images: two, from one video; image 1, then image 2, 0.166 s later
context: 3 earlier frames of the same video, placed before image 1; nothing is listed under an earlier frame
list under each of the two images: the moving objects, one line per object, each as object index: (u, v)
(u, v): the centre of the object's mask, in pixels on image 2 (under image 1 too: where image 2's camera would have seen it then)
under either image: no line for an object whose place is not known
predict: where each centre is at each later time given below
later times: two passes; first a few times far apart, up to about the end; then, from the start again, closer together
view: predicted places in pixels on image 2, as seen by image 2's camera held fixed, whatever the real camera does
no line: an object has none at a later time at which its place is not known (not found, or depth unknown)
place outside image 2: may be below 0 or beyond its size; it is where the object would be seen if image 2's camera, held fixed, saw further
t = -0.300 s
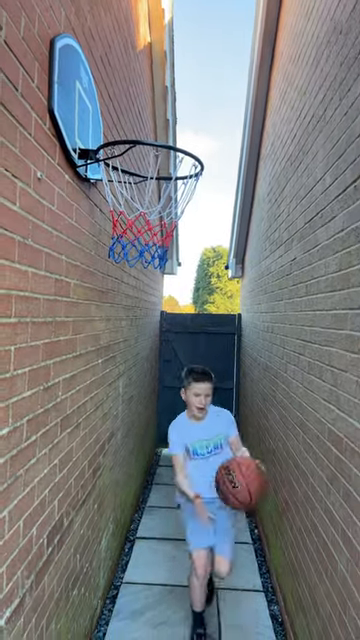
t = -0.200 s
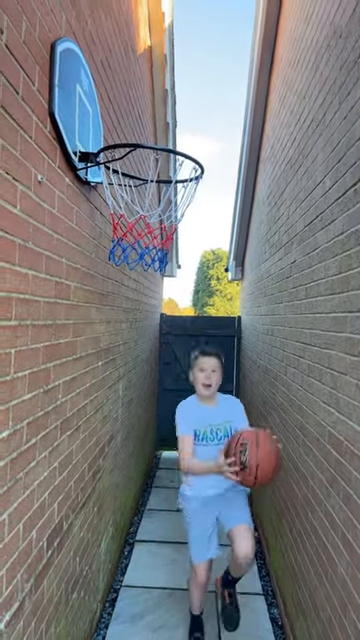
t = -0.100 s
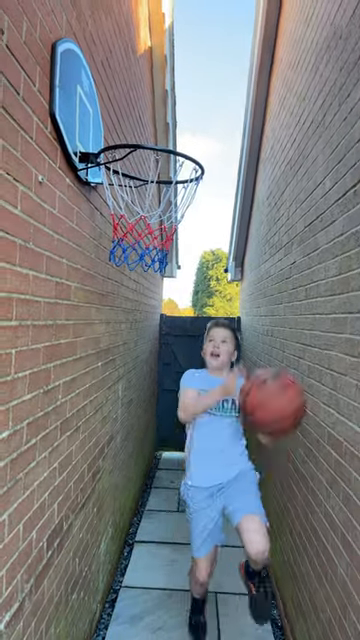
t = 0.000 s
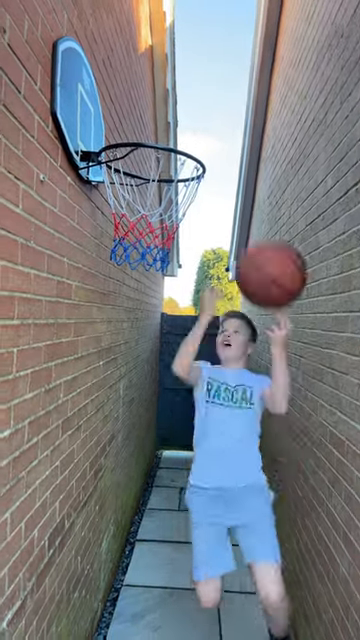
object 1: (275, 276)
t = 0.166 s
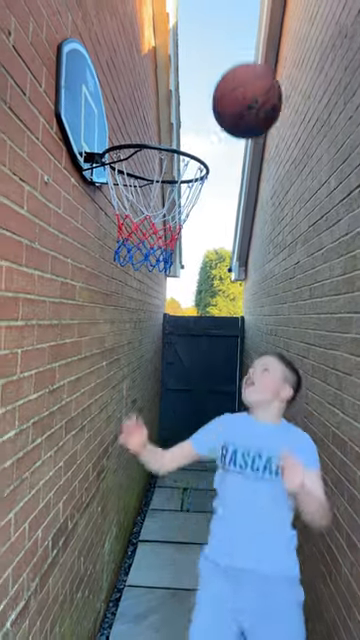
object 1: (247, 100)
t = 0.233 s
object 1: (235, 55)
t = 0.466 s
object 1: (191, 9)
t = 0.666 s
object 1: (151, 68)
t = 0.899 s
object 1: (169, 153)
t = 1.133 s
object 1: (157, 239)
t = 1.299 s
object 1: (138, 343)
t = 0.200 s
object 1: (240, 76)
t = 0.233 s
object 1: (235, 55)
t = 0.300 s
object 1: (223, 24)
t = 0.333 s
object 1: (217, 17)
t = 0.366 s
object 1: (211, 12)
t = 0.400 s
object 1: (204, 10)
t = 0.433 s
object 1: (199, 9)
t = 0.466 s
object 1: (191, 9)
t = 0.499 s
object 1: (185, 11)
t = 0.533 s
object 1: (179, 14)
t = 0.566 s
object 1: (172, 19)
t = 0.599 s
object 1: (164, 31)
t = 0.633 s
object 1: (158, 48)
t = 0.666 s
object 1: (151, 68)
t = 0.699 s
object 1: (145, 92)
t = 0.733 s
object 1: (138, 115)
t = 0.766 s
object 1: (141, 125)
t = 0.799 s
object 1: (148, 132)
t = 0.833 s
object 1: (156, 137)
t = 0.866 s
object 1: (162, 143)
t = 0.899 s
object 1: (169, 153)
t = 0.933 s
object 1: (175, 166)
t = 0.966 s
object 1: (176, 175)
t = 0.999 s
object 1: (172, 184)
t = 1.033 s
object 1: (169, 194)
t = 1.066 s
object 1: (166, 210)
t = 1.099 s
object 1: (161, 224)
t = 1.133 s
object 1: (157, 239)
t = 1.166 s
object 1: (153, 253)
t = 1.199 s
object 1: (149, 274)
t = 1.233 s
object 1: (145, 295)
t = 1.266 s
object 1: (141, 320)
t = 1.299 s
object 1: (138, 343)
